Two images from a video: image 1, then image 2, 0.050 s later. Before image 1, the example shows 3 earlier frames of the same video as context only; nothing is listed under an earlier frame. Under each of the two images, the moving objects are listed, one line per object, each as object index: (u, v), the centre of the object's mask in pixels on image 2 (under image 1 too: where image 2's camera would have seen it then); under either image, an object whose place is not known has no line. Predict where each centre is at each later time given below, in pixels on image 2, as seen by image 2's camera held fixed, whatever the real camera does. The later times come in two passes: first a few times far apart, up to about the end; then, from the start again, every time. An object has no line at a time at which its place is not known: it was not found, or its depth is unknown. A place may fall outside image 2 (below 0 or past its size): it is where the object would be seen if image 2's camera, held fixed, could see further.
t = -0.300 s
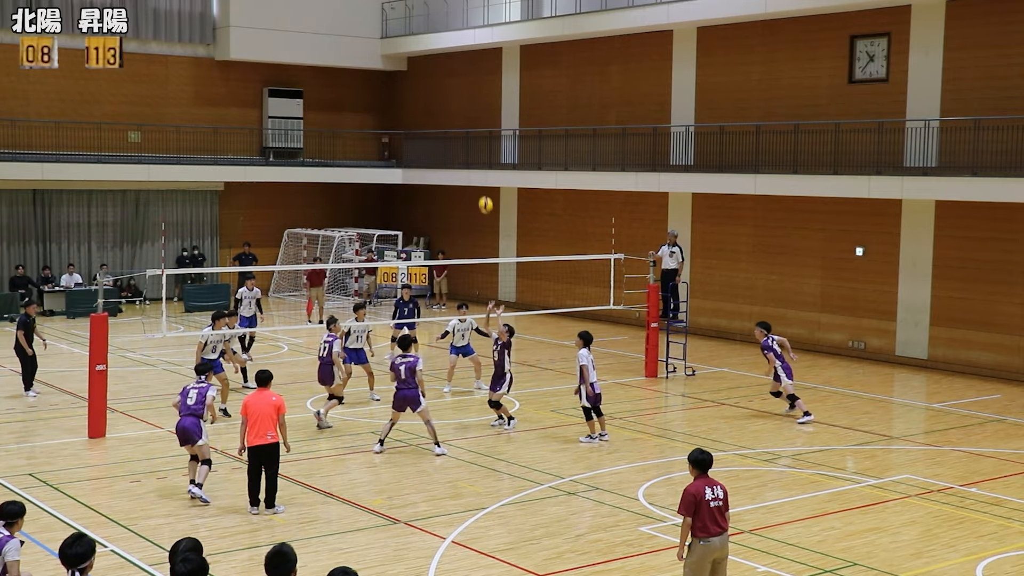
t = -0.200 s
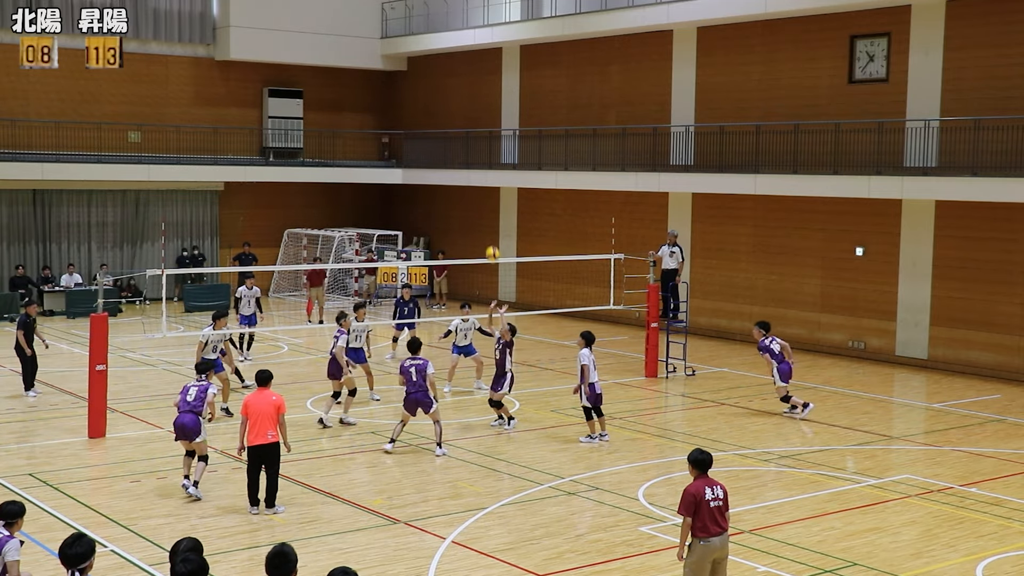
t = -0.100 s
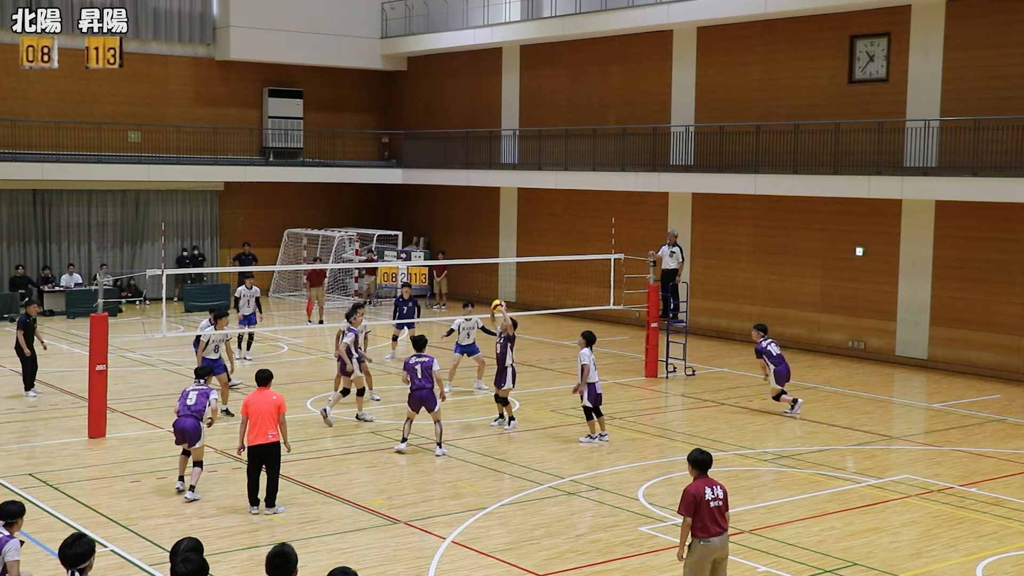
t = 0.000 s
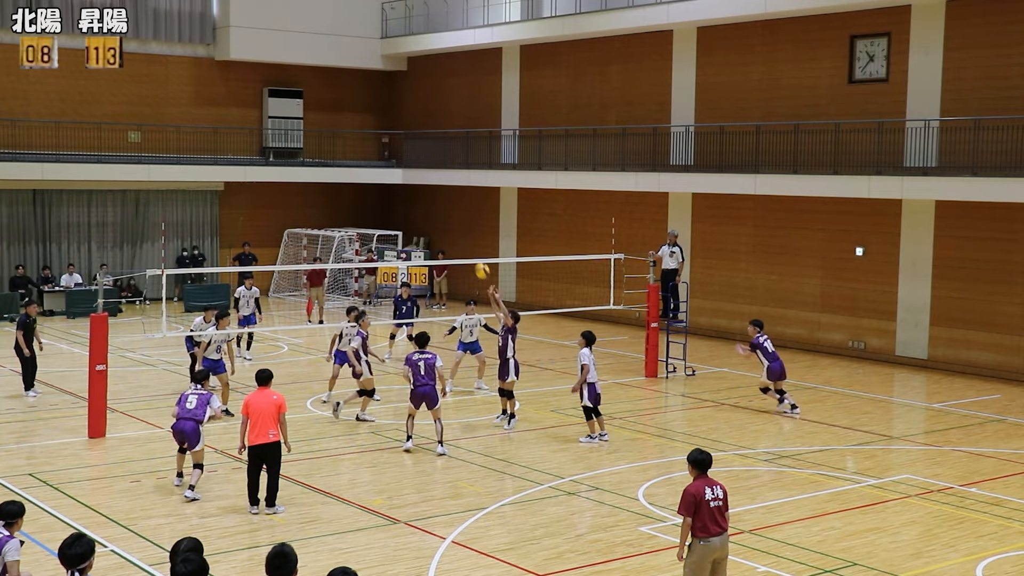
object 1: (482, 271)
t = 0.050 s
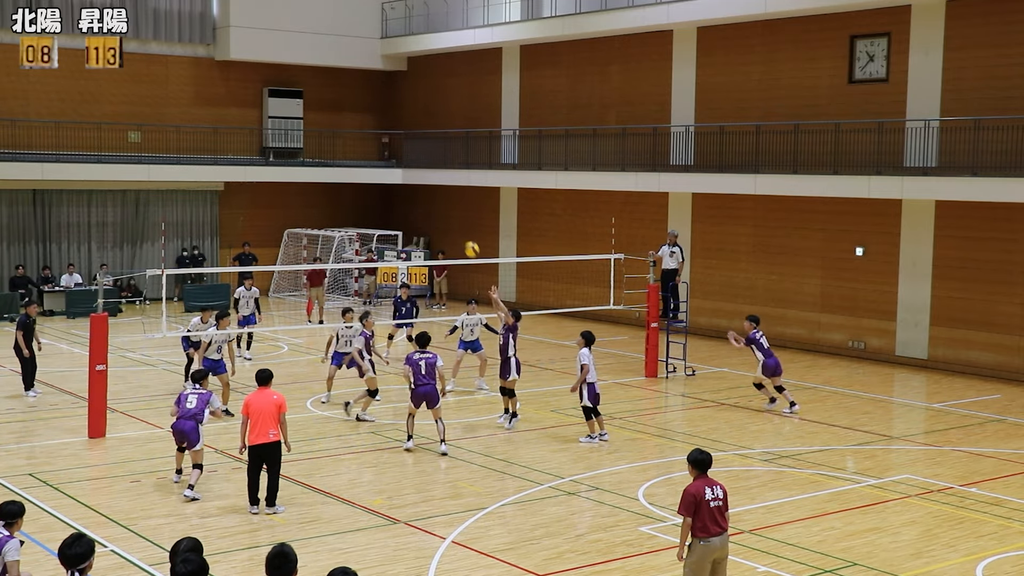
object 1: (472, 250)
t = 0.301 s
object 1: (422, 168)
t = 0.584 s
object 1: (366, 127)
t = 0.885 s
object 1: (306, 142)
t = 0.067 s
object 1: (468, 243)
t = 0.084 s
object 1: (465, 236)
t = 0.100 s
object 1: (461, 230)
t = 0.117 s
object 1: (458, 224)
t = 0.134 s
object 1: (455, 218)
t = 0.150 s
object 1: (452, 212)
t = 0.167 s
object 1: (448, 207)
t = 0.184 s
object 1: (445, 201)
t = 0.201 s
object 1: (441, 196)
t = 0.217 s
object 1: (438, 191)
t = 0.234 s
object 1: (435, 187)
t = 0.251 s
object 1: (432, 182)
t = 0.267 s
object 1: (429, 177)
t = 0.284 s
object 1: (425, 172)
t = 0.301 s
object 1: (422, 168)
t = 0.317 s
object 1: (418, 164)
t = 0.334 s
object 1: (415, 161)
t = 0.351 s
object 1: (412, 158)
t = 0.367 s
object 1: (408, 154)
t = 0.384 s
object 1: (405, 151)
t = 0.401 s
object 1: (402, 148)
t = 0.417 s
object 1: (398, 145)
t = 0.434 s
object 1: (395, 143)
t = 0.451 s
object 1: (392, 140)
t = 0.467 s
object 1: (389, 138)
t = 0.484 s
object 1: (385, 136)
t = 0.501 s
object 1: (382, 134)
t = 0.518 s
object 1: (379, 132)
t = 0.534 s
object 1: (375, 131)
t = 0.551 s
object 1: (372, 129)
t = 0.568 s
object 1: (369, 128)
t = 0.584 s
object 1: (366, 127)
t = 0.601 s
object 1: (362, 127)
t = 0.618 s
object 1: (359, 126)
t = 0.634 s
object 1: (355, 126)
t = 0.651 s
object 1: (352, 126)
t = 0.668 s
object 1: (349, 126)
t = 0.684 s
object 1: (345, 126)
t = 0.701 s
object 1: (342, 126)
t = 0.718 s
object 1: (339, 127)
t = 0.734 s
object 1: (335, 127)
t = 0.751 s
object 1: (332, 128)
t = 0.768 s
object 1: (329, 129)
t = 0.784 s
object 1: (325, 131)
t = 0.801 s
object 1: (322, 132)
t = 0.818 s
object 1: (319, 134)
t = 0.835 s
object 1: (316, 136)
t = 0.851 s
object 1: (312, 138)
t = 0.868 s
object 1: (309, 140)
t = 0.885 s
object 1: (306, 142)
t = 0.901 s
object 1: (302, 145)
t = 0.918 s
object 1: (299, 148)
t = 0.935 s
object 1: (296, 151)
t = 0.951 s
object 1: (292, 154)
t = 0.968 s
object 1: (289, 157)
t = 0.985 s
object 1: (286, 160)
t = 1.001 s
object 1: (283, 163)
